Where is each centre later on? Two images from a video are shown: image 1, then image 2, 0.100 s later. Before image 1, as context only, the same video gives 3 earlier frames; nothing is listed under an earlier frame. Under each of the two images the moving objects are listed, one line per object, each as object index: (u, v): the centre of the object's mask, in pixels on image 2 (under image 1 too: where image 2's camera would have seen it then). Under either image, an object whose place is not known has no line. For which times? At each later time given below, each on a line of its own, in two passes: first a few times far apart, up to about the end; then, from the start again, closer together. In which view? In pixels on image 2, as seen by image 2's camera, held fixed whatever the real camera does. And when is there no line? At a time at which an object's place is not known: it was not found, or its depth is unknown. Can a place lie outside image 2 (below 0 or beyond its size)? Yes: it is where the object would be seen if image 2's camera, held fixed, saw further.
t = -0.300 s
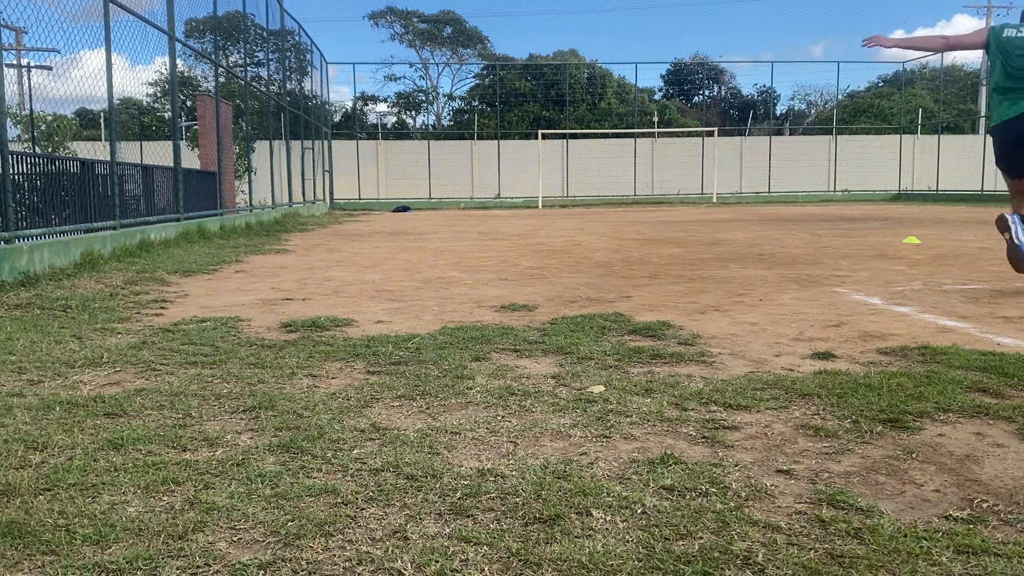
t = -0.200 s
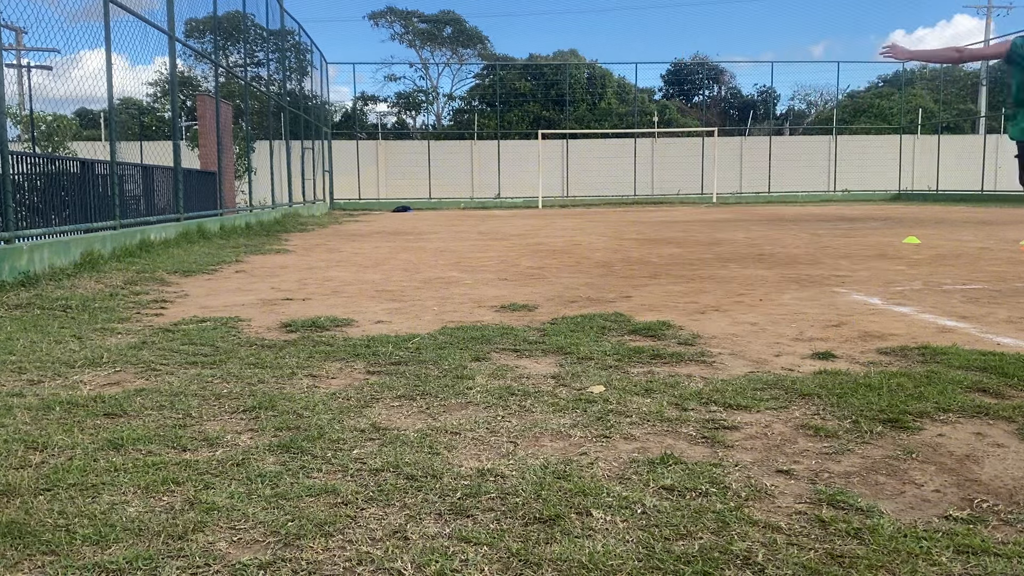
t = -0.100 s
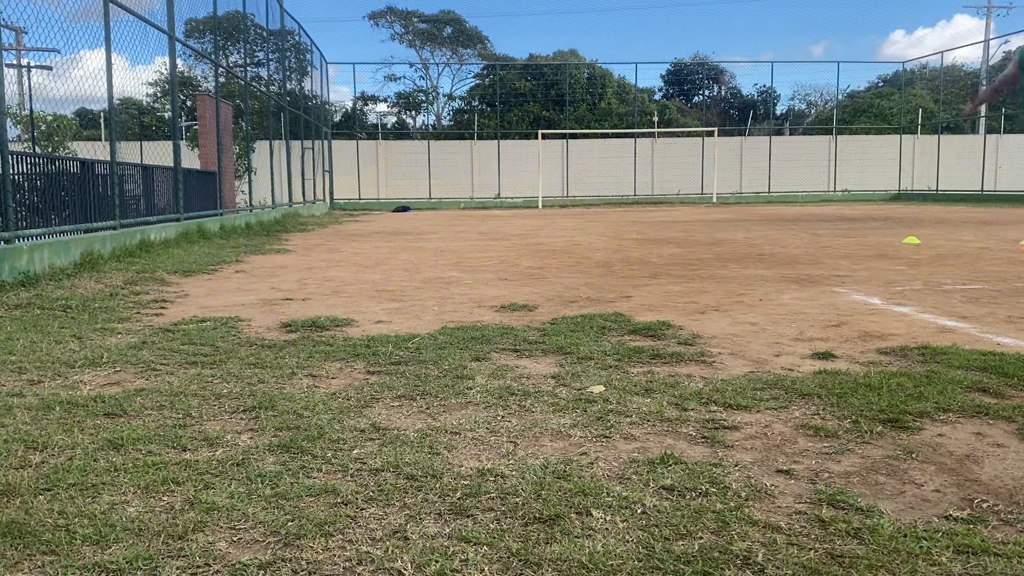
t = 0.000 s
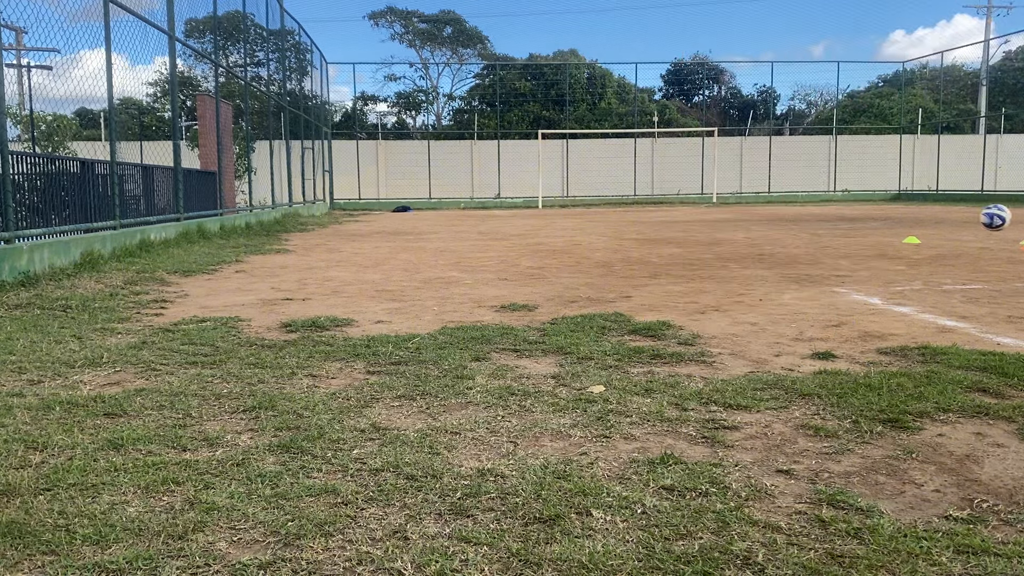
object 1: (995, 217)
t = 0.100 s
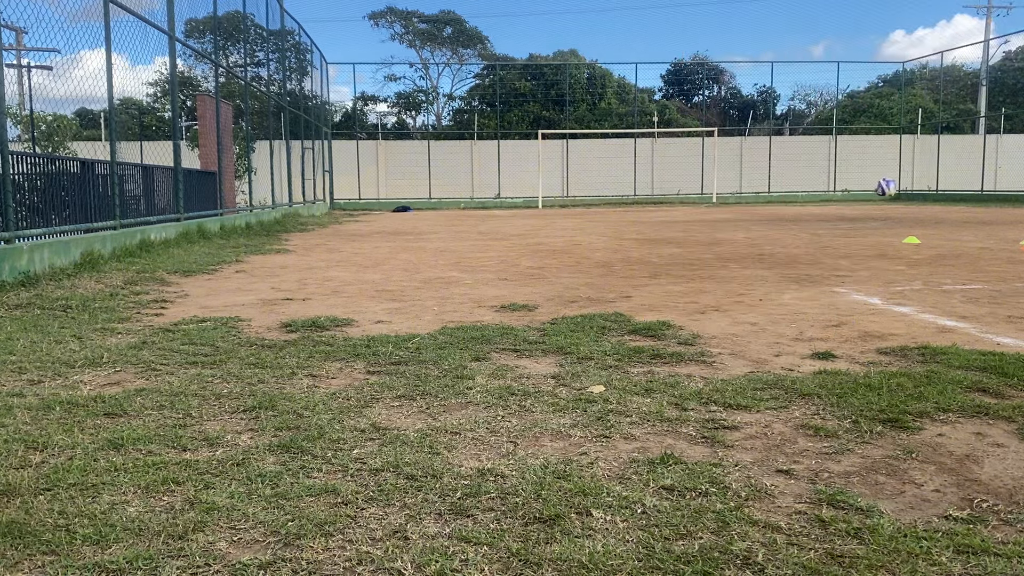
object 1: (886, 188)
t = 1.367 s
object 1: (675, 175)
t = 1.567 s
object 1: (667, 181)
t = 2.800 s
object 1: (621, 196)
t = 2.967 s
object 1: (615, 207)
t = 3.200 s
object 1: (606, 198)
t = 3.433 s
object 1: (598, 207)
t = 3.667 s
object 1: (589, 201)
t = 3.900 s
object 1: (580, 204)
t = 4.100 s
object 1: (573, 206)
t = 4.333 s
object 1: (564, 205)
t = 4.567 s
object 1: (556, 206)
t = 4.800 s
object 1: (548, 207)
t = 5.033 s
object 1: (541, 207)
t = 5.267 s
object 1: (533, 208)
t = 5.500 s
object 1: (526, 208)
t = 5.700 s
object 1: (520, 208)
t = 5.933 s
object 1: (513, 208)
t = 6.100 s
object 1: (509, 209)
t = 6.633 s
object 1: (495, 208)
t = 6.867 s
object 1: (490, 209)
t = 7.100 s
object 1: (485, 209)
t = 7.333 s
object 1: (482, 209)
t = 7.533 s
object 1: (478, 209)
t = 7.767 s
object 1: (475, 208)
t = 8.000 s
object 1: (473, 208)
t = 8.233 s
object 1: (472, 208)
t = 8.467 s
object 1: (471, 208)
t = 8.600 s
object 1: (471, 208)
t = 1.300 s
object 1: (677, 177)
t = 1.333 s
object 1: (676, 176)
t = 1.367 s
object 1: (675, 175)
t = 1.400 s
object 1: (674, 175)
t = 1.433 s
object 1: (672, 176)
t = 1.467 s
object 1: (671, 177)
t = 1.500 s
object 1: (670, 178)
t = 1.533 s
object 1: (668, 179)
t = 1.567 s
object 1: (667, 181)
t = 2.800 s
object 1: (621, 196)
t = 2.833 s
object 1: (620, 197)
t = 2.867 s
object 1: (618, 199)
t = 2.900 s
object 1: (617, 201)
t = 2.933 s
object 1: (616, 203)
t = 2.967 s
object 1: (615, 207)
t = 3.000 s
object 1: (614, 205)
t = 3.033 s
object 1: (612, 203)
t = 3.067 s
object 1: (611, 201)
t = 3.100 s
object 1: (610, 199)
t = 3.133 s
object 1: (609, 198)
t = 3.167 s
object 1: (607, 198)
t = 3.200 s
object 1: (606, 198)
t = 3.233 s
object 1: (605, 199)
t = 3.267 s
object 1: (604, 199)
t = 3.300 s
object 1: (602, 200)
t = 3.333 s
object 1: (602, 201)
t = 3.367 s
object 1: (600, 203)
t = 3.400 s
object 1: (599, 205)
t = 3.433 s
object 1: (598, 207)
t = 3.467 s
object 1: (596, 205)
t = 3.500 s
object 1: (595, 203)
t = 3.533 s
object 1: (594, 202)
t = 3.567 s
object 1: (593, 202)
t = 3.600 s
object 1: (592, 201)
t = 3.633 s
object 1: (590, 201)
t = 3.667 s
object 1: (589, 201)
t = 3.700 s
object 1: (587, 202)
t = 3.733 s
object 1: (586, 203)
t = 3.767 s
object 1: (585, 205)
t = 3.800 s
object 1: (584, 207)
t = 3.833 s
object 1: (583, 206)
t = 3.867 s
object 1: (582, 205)
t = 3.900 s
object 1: (580, 204)
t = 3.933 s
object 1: (579, 203)
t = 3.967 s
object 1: (578, 203)
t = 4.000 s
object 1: (577, 203)
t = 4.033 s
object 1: (576, 203)
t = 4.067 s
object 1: (574, 204)
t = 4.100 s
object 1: (573, 206)
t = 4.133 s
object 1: (572, 208)
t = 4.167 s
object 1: (571, 206)
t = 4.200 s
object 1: (569, 205)
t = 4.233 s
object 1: (568, 205)
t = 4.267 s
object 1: (567, 205)
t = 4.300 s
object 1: (566, 205)
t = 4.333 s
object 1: (564, 205)
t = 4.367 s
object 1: (563, 206)
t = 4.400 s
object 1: (562, 207)
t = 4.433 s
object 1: (561, 206)
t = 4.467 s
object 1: (559, 206)
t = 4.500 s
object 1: (558, 206)
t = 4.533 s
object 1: (557, 206)
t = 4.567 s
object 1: (556, 206)
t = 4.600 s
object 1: (555, 208)
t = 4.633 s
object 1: (554, 207)
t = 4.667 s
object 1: (553, 206)
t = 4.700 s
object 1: (551, 206)
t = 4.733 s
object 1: (550, 207)
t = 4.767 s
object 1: (549, 207)
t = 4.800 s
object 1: (548, 207)
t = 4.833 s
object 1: (547, 207)
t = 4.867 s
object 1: (546, 207)
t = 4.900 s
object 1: (545, 207)
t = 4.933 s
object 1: (544, 207)
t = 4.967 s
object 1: (543, 207)
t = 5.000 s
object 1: (541, 207)
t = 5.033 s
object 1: (541, 207)
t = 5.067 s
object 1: (539, 208)
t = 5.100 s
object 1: (538, 208)
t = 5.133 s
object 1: (537, 208)
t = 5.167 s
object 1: (536, 208)
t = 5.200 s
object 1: (535, 208)
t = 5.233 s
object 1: (534, 208)
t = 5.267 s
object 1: (533, 208)
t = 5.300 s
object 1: (532, 208)
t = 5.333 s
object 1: (531, 208)
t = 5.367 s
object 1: (530, 208)
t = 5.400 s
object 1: (529, 208)
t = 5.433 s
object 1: (528, 208)
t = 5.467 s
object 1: (527, 208)
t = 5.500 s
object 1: (526, 208)
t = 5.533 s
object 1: (525, 208)
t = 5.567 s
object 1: (524, 208)
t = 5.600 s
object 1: (523, 208)
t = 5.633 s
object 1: (521, 208)
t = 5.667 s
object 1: (521, 208)
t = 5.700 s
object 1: (520, 208)
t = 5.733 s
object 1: (519, 208)
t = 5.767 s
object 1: (518, 208)
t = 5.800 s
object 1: (517, 208)
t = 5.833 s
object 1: (516, 208)
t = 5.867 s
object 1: (515, 208)
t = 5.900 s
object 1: (514, 208)
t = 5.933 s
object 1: (513, 208)
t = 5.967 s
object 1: (512, 208)
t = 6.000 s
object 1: (511, 208)
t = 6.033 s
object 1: (511, 208)
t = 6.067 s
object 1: (510, 208)
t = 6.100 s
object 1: (509, 209)
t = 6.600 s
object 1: (496, 208)
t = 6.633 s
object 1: (495, 208)
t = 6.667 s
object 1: (494, 208)
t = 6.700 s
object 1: (494, 208)
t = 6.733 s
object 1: (493, 208)
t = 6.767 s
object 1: (492, 208)
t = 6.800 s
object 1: (491, 208)
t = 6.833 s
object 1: (491, 208)
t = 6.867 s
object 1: (490, 209)
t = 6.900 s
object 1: (489, 208)
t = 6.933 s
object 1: (489, 208)
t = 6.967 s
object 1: (488, 209)
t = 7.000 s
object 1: (487, 208)
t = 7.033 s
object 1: (487, 209)
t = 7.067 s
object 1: (486, 209)
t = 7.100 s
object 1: (485, 209)
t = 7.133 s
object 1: (485, 209)
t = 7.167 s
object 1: (484, 209)
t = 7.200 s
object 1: (484, 209)
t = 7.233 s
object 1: (483, 209)
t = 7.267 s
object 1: (482, 209)
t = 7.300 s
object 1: (482, 209)
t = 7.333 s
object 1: (482, 209)
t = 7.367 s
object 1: (481, 209)
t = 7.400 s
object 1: (480, 209)
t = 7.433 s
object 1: (480, 209)
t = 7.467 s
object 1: (479, 209)
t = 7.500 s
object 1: (479, 209)
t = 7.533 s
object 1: (478, 209)
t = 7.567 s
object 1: (478, 208)
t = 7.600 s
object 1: (477, 208)
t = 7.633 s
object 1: (476, 208)
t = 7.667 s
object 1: (476, 208)
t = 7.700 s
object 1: (476, 208)
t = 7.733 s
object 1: (475, 208)
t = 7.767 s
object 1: (475, 208)
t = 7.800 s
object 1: (474, 208)
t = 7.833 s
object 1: (474, 208)
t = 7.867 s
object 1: (474, 208)
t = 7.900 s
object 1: (473, 208)
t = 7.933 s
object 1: (473, 208)
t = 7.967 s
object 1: (473, 208)
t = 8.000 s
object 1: (473, 208)
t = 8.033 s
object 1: (473, 208)
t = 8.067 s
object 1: (473, 209)
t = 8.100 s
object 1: (472, 209)
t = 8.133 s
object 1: (472, 209)
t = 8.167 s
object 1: (472, 209)
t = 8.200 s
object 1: (472, 209)
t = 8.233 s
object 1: (472, 208)
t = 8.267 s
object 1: (472, 209)
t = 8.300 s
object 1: (472, 208)
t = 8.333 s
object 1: (472, 209)
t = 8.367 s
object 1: (471, 208)
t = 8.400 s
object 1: (471, 208)
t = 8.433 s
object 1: (471, 208)
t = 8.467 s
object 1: (471, 208)
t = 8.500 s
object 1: (471, 208)
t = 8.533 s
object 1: (471, 208)
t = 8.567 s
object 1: (471, 208)
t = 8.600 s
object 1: (471, 208)
